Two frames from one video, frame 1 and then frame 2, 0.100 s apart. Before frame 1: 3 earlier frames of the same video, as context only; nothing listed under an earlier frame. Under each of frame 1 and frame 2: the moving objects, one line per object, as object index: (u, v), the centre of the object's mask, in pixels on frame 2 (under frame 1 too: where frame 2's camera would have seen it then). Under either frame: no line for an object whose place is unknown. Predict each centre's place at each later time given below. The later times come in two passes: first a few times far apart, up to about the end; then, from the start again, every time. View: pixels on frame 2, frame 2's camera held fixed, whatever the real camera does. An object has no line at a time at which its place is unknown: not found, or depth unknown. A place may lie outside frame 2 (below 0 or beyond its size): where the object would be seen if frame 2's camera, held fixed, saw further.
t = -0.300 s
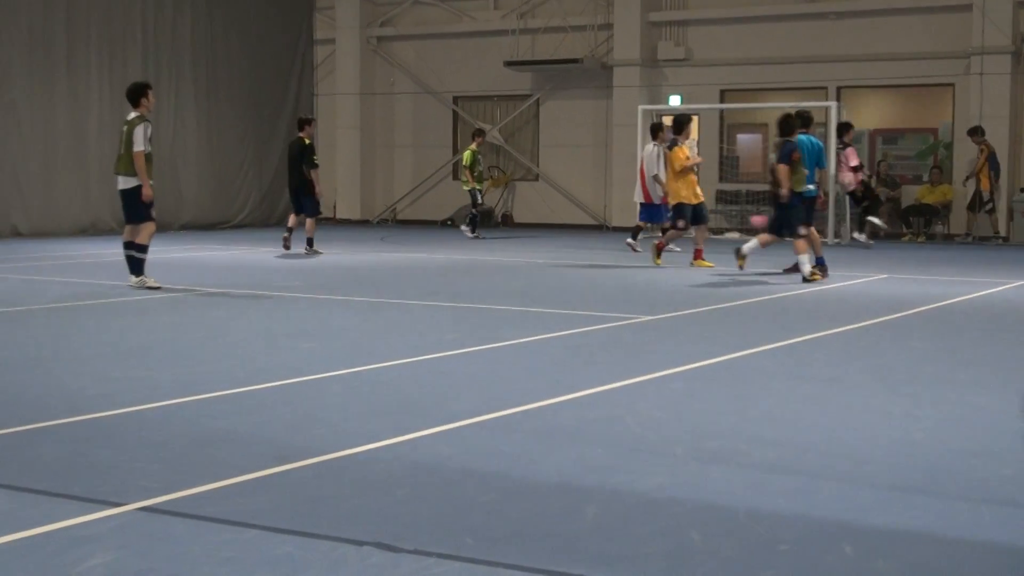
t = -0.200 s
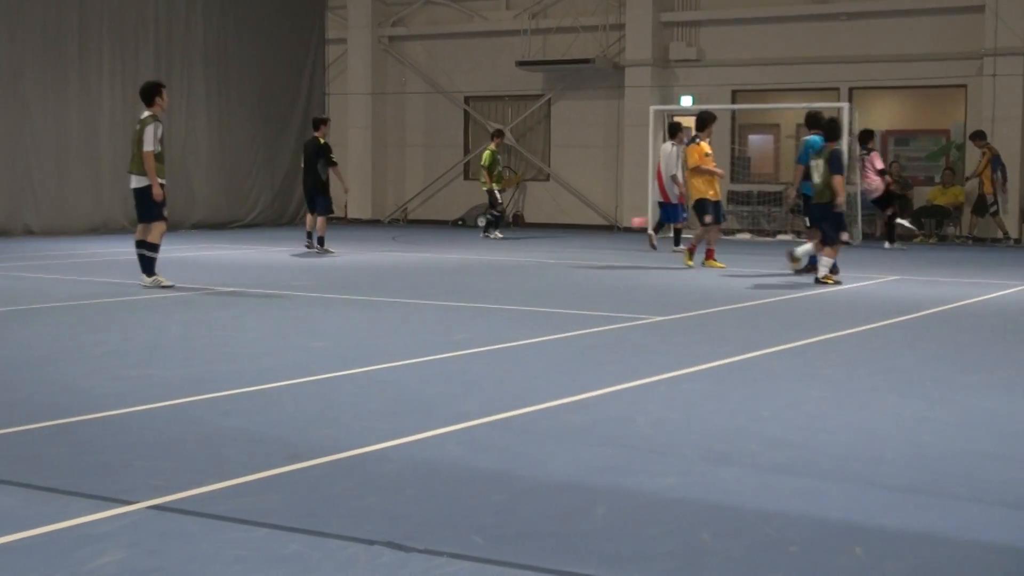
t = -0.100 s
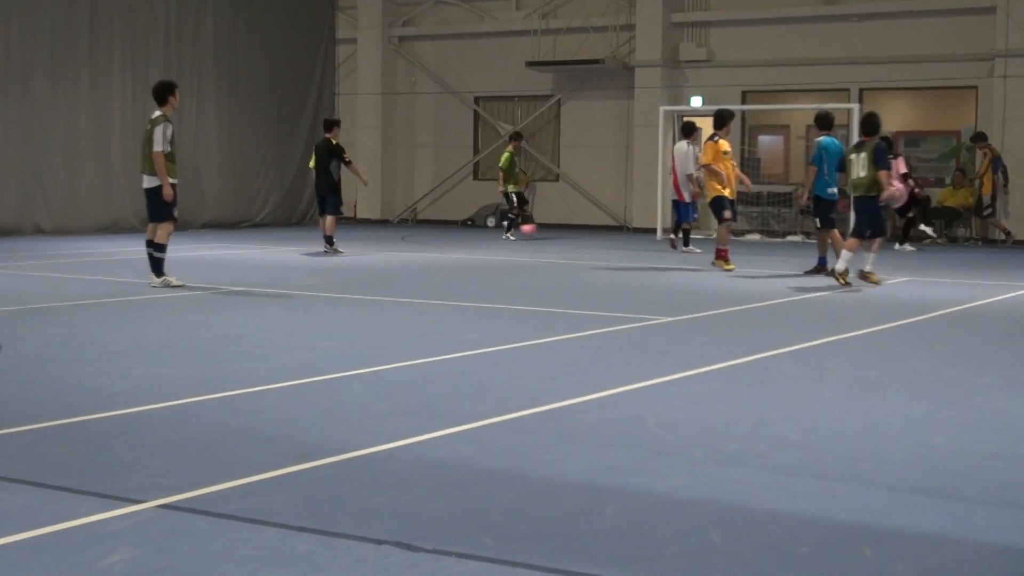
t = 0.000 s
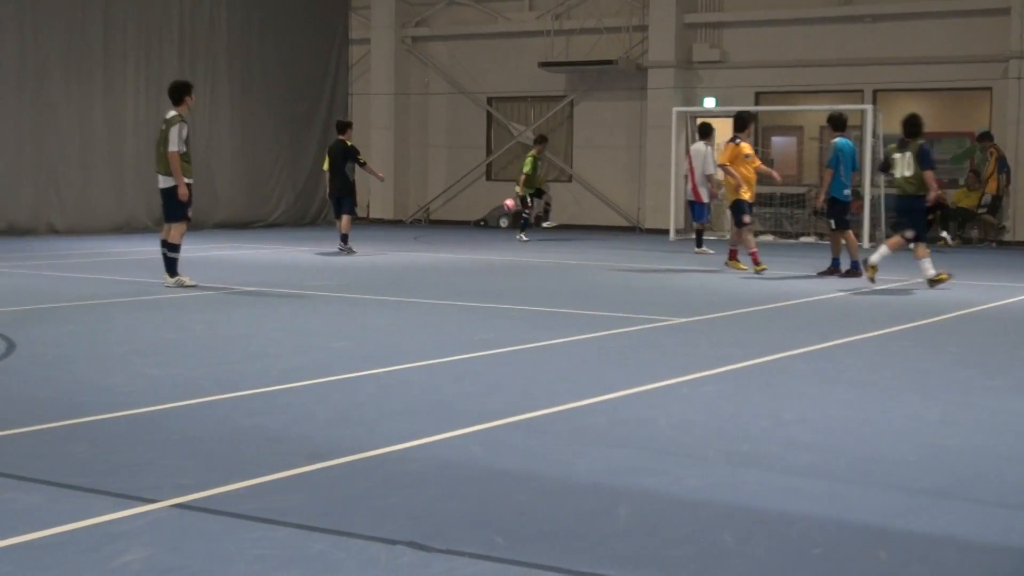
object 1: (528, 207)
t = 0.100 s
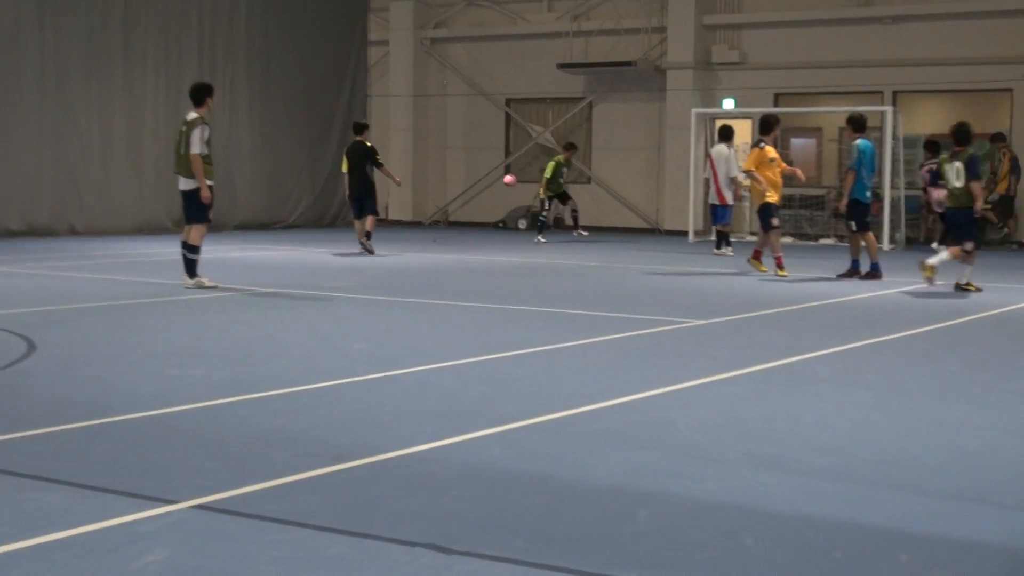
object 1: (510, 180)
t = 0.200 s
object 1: (490, 161)
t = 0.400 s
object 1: (450, 141)
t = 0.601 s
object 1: (408, 149)
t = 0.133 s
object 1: (503, 174)
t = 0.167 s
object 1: (497, 167)
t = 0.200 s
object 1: (490, 161)
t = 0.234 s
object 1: (484, 155)
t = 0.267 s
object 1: (477, 151)
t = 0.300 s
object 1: (471, 148)
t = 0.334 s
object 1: (464, 145)
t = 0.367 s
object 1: (457, 142)
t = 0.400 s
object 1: (450, 141)
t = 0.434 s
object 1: (444, 140)
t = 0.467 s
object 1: (436, 141)
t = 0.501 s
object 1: (429, 141)
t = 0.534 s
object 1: (422, 143)
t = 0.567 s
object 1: (415, 146)
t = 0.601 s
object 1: (408, 149)
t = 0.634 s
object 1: (401, 153)
